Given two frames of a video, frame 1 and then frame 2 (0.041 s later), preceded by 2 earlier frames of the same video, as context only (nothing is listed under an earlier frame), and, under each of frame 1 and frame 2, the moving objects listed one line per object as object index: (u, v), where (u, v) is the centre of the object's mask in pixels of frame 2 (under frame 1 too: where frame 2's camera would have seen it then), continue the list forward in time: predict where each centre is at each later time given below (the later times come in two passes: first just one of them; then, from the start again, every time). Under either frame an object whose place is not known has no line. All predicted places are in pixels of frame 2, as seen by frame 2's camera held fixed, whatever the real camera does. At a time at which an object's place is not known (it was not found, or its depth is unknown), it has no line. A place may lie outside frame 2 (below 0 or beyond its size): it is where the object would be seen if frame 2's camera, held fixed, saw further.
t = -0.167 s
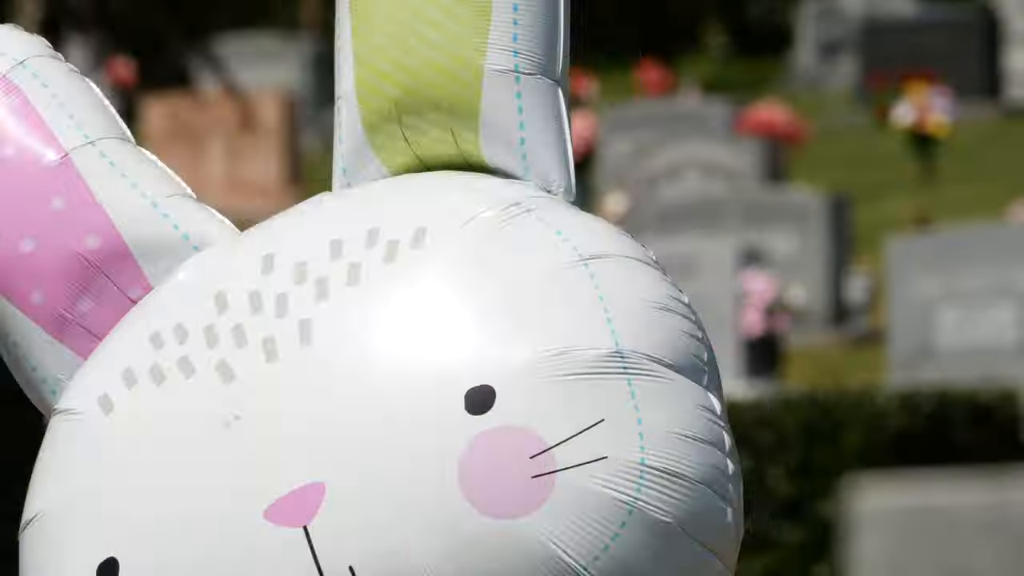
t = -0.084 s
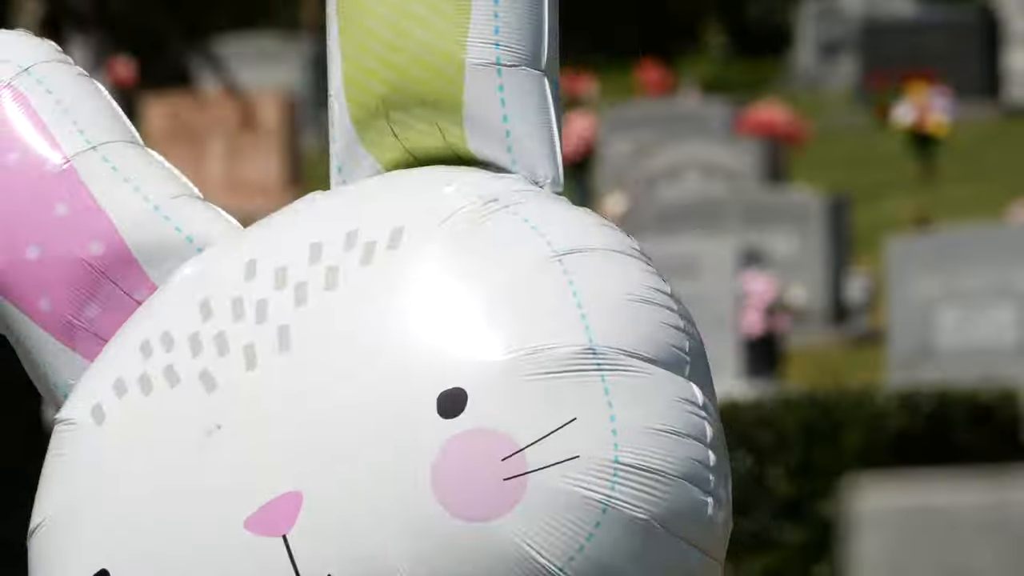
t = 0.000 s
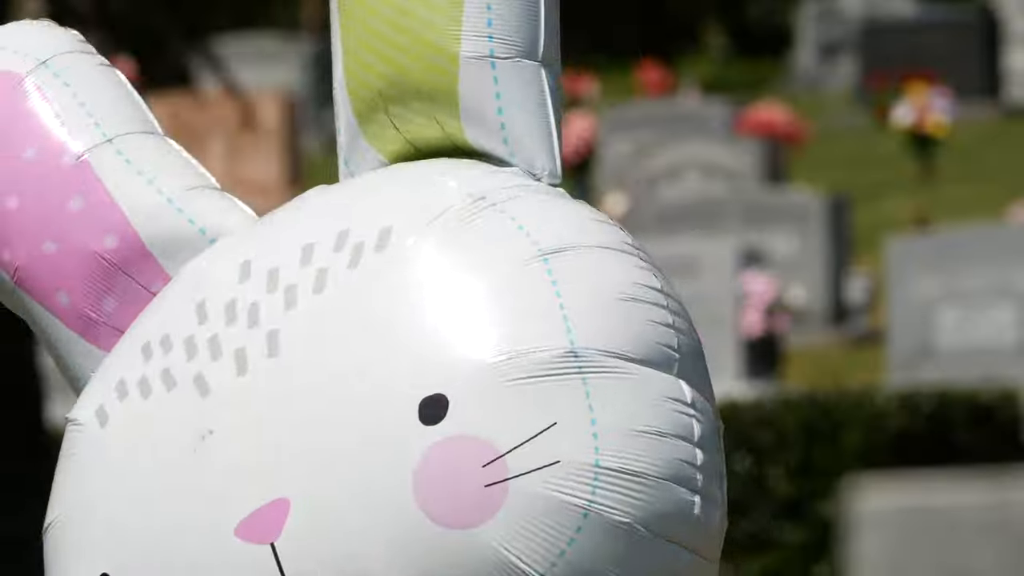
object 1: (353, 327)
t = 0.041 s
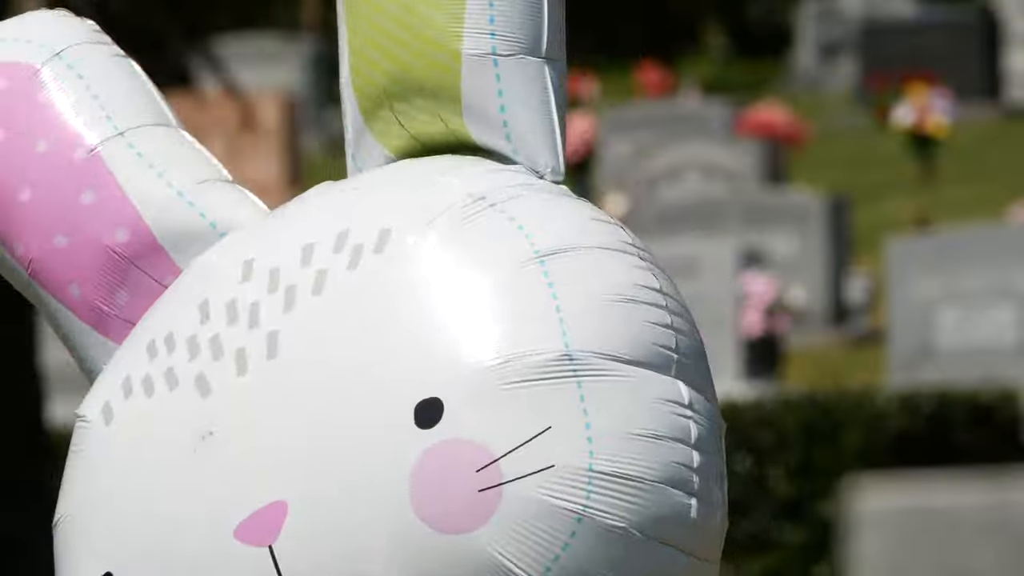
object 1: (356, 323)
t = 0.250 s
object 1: (415, 307)
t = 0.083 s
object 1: (361, 318)
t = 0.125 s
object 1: (368, 313)
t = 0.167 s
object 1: (379, 309)
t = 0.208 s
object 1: (395, 307)
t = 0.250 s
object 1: (415, 307)
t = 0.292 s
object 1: (436, 306)
